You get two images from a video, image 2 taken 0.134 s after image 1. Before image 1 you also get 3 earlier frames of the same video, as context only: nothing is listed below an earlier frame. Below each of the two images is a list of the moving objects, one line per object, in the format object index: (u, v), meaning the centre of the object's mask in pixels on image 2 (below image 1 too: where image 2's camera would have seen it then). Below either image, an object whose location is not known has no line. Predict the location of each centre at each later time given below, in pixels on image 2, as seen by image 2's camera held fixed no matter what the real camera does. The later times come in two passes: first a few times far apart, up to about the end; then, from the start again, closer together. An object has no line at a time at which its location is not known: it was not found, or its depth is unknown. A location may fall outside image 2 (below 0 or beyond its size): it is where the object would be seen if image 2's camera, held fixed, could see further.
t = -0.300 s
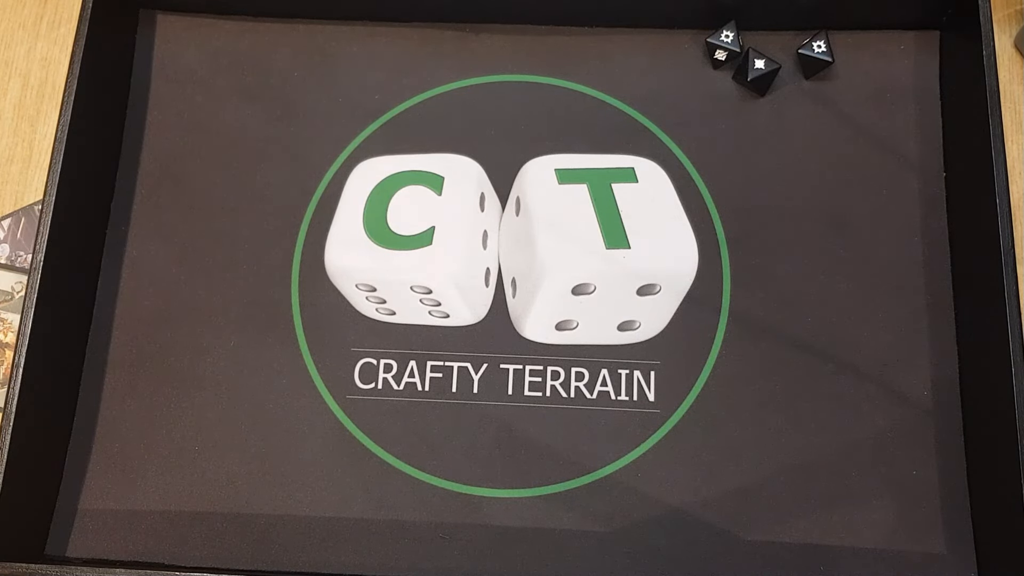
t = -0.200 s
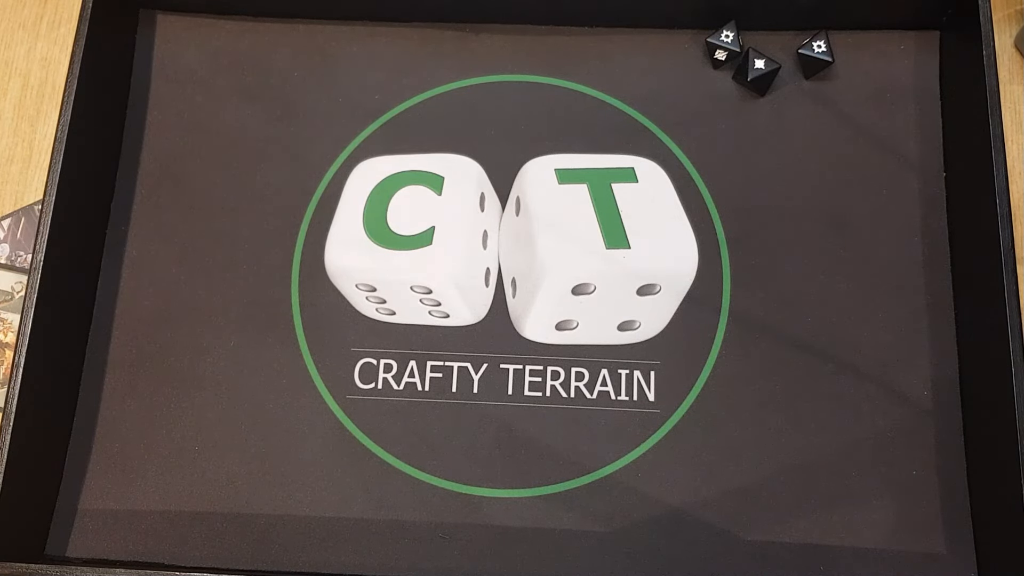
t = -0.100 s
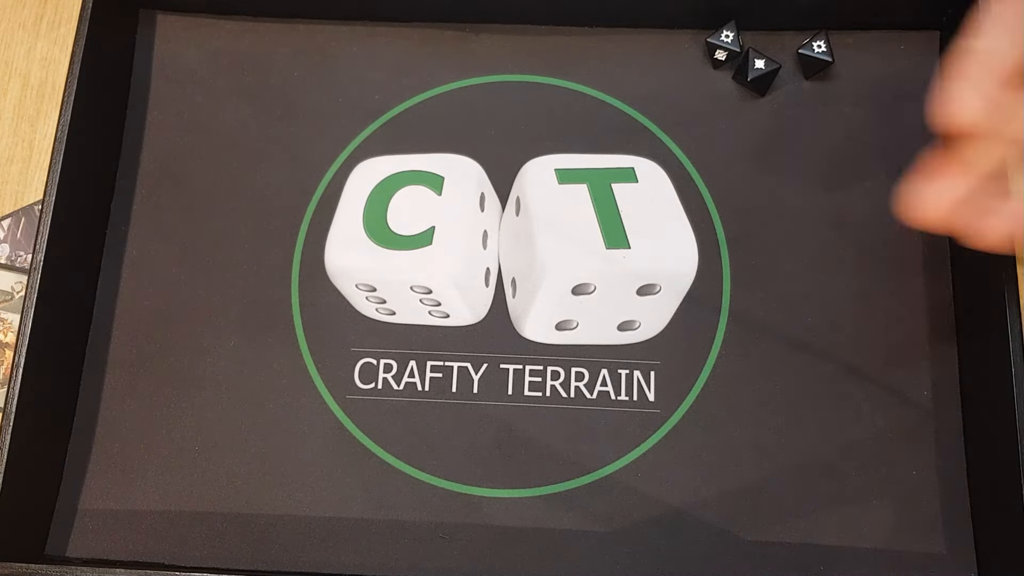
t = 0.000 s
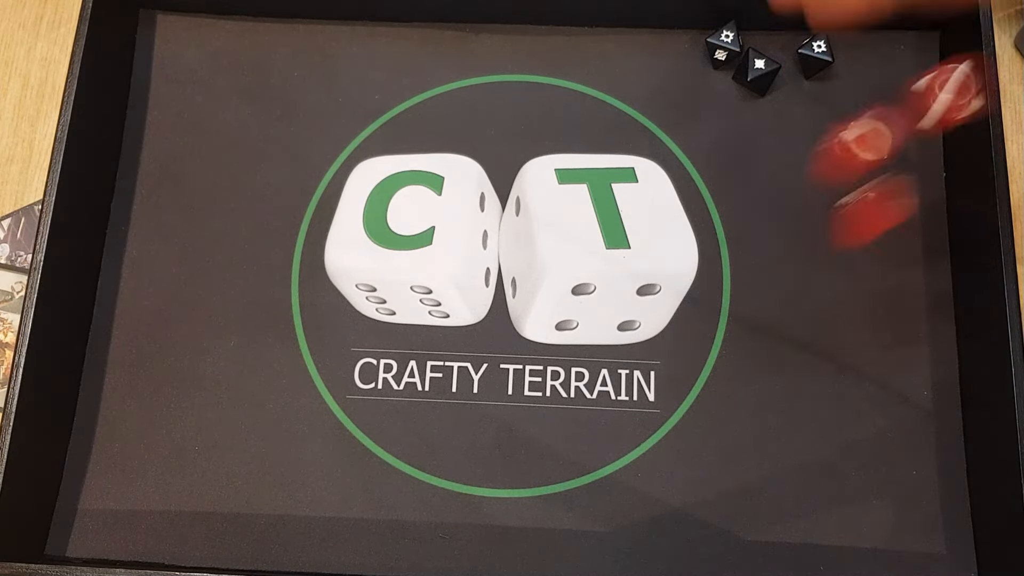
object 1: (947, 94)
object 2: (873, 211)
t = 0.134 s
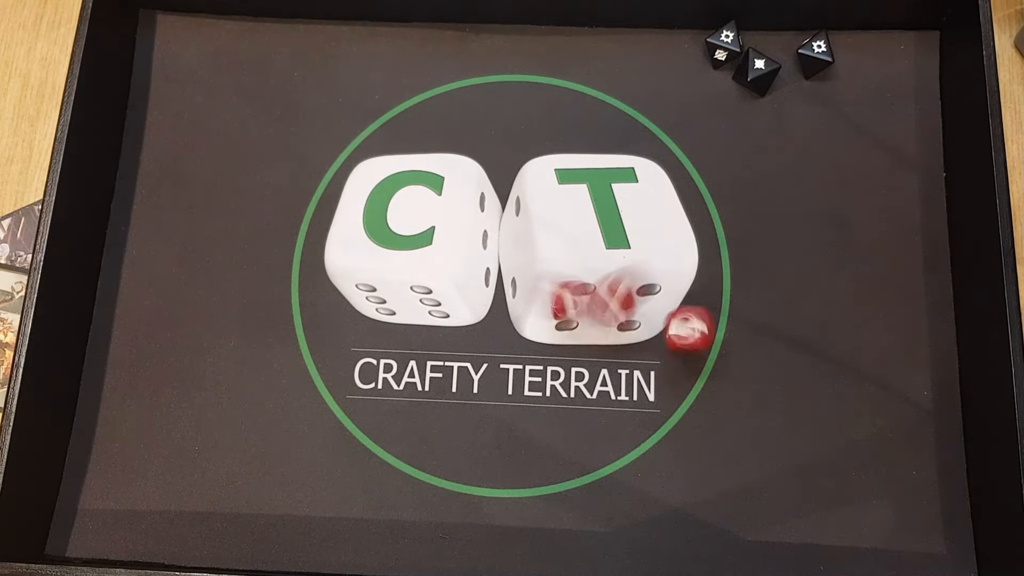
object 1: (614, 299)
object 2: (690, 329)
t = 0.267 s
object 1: (262, 253)
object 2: (718, 382)
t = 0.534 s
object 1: (220, 205)
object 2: (843, 424)
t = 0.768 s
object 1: (325, 149)
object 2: (873, 417)
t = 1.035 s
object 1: (339, 138)
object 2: (873, 417)
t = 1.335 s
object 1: (339, 138)
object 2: (873, 417)
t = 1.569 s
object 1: (339, 138)
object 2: (873, 417)
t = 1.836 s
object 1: (339, 138)
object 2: (873, 417)
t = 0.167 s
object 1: (482, 289)
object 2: (680, 344)
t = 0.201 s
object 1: (401, 280)
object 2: (681, 365)
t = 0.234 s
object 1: (325, 264)
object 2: (703, 372)
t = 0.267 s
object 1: (262, 253)
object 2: (718, 382)
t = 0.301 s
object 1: (206, 246)
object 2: (730, 398)
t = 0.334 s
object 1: (155, 243)
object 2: (743, 414)
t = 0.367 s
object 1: (114, 228)
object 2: (763, 422)
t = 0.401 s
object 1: (135, 226)
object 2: (778, 431)
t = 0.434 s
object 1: (162, 223)
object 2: (797, 437)
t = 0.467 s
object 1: (181, 218)
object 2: (811, 434)
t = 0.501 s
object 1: (204, 212)
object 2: (825, 426)
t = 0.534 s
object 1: (220, 205)
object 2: (843, 424)
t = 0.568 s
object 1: (239, 195)
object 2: (857, 422)
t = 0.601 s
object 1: (254, 188)
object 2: (867, 420)
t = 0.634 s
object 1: (273, 182)
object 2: (871, 418)
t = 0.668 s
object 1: (288, 172)
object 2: (873, 417)
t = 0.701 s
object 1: (298, 163)
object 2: (873, 417)
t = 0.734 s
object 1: (312, 154)
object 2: (873, 417)
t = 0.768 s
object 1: (325, 149)
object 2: (873, 417)
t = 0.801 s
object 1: (335, 147)
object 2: (873, 417)
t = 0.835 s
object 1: (340, 143)
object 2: (873, 417)
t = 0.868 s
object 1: (340, 139)
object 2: (873, 417)
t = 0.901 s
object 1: (339, 138)
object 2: (873, 417)
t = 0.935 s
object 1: (339, 138)
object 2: (873, 417)
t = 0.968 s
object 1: (339, 138)
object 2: (873, 417)
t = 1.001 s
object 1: (339, 138)
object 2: (873, 417)
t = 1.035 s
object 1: (339, 138)
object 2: (873, 417)
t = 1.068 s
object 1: (339, 138)
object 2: (873, 417)
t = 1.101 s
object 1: (339, 138)
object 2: (873, 417)
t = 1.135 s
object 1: (339, 138)
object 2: (873, 417)
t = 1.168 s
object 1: (339, 138)
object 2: (873, 417)
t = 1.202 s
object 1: (339, 138)
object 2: (873, 417)
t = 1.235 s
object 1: (339, 138)
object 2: (873, 417)
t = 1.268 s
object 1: (339, 138)
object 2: (873, 417)
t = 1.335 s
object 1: (339, 138)
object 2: (873, 417)
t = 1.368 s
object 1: (339, 138)
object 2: (873, 417)
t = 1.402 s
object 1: (339, 138)
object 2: (873, 417)
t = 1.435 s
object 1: (339, 138)
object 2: (873, 417)
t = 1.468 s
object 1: (339, 138)
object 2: (873, 417)
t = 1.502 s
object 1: (339, 138)
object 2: (873, 417)
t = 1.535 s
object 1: (339, 138)
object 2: (873, 417)
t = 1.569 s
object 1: (339, 138)
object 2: (873, 417)
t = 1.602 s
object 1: (339, 138)
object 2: (873, 417)
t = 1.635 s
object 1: (339, 138)
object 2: (873, 417)
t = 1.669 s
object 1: (339, 138)
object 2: (873, 417)
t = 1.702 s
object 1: (339, 138)
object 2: (873, 417)
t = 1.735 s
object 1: (339, 138)
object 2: (873, 417)
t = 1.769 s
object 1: (339, 138)
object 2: (873, 417)
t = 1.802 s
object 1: (339, 138)
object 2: (873, 417)
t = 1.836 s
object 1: (339, 138)
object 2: (873, 417)
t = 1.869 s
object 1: (339, 138)
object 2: (873, 417)
